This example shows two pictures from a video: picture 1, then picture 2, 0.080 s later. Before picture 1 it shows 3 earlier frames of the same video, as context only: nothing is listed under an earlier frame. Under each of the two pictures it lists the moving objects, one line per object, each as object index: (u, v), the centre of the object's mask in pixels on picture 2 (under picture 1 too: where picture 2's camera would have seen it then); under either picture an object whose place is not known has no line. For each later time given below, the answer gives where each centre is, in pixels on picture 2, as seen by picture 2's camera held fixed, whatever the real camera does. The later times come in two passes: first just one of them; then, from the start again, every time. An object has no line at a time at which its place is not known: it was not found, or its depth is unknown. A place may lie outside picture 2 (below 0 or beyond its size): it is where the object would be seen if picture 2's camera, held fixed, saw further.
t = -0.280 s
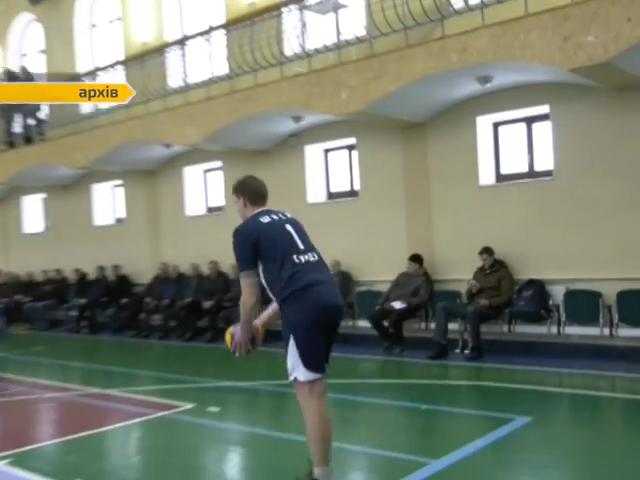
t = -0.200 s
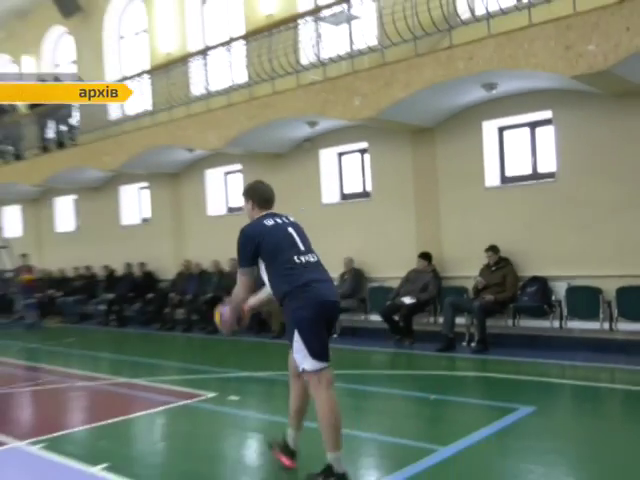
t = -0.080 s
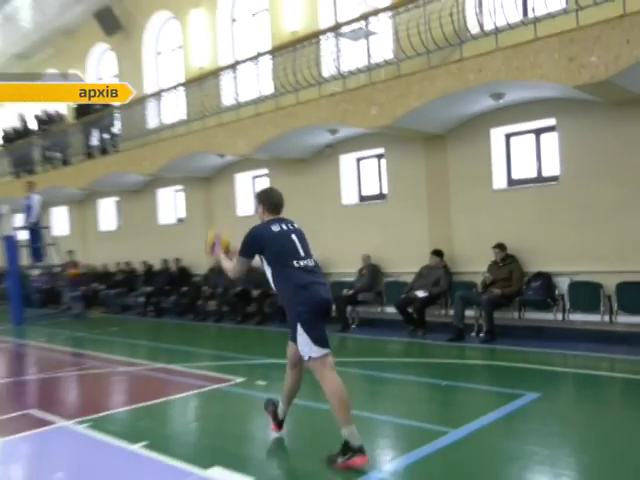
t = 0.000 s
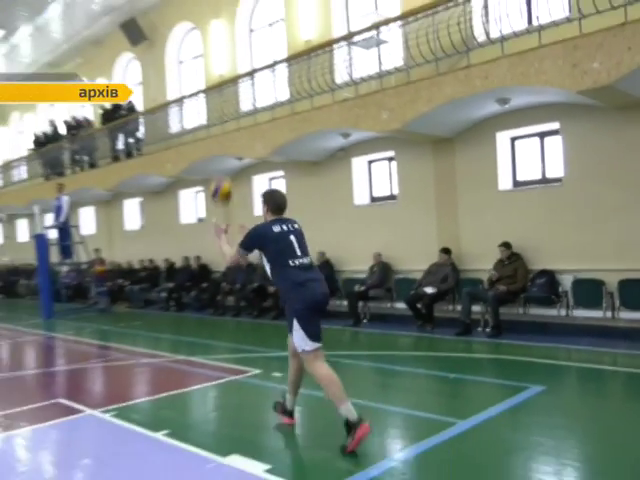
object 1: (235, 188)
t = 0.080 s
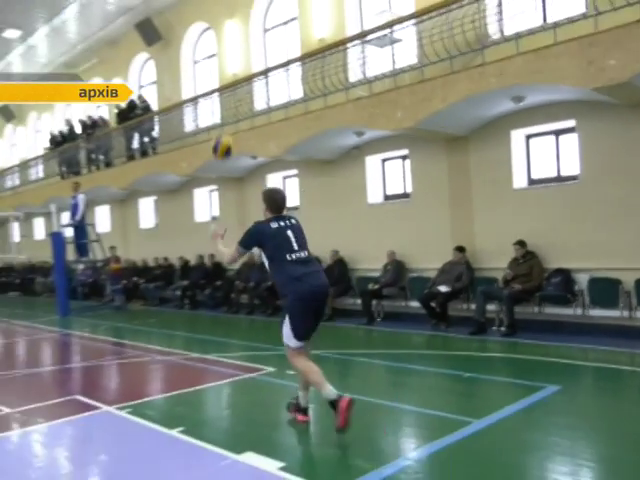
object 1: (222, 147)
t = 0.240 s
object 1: (199, 89)
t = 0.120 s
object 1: (216, 130)
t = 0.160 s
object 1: (210, 114)
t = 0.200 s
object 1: (204, 100)
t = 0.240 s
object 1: (199, 89)
